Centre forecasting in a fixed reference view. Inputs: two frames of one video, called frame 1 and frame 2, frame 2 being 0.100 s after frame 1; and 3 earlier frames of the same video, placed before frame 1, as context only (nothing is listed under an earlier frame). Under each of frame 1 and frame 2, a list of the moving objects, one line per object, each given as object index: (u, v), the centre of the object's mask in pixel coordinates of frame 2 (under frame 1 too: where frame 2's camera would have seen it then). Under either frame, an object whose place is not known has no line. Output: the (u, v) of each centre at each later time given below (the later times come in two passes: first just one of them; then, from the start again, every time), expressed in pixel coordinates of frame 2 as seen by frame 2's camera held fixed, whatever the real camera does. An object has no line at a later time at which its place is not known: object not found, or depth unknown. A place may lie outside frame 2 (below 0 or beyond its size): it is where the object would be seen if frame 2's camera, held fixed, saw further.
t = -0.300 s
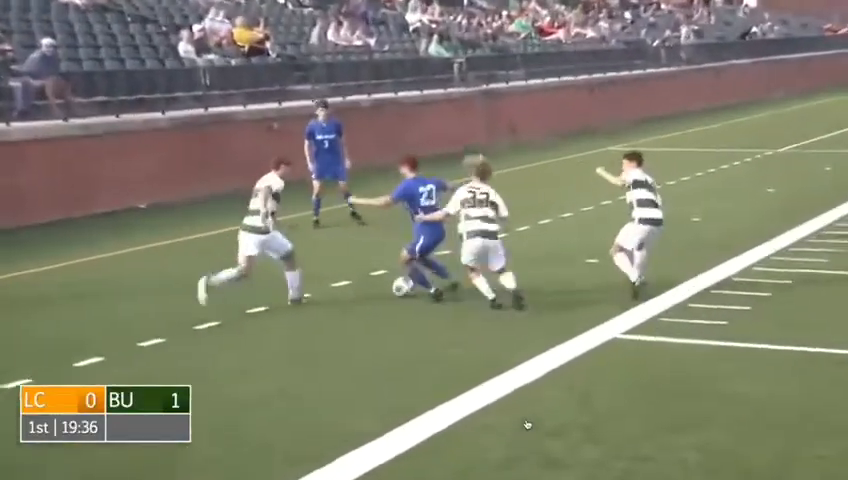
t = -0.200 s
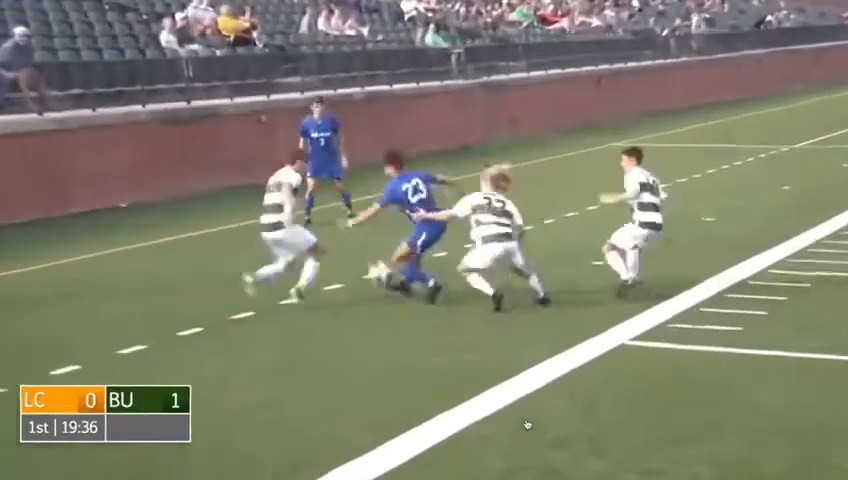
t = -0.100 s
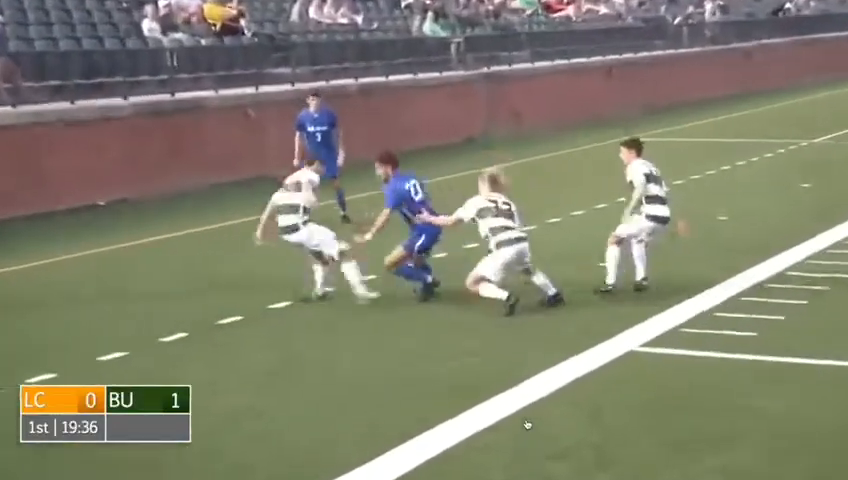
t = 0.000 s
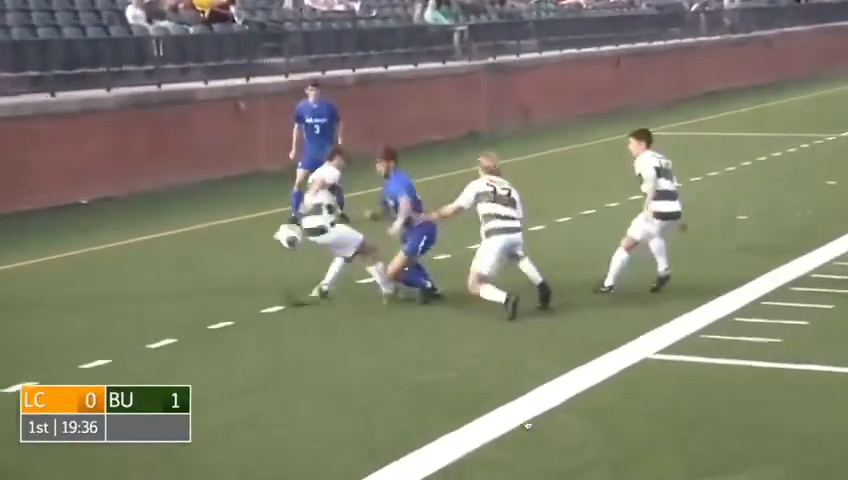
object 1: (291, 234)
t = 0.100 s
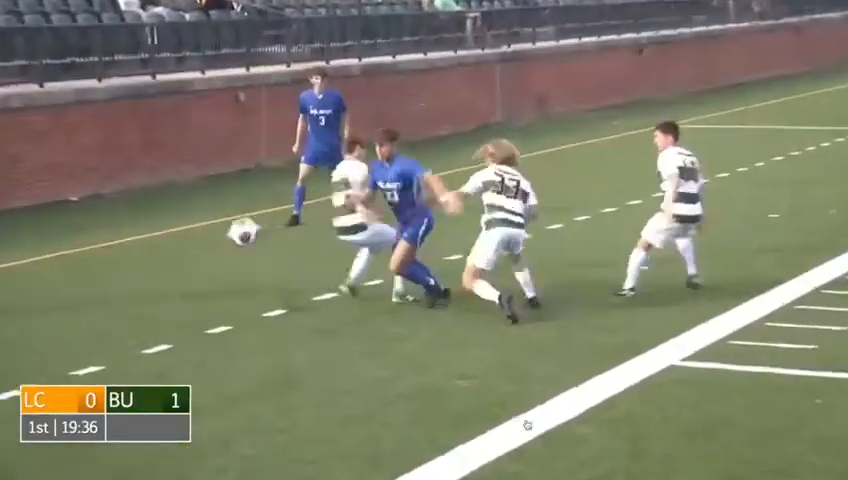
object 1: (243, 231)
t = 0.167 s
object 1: (211, 237)
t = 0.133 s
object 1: (227, 234)
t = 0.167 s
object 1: (211, 237)
